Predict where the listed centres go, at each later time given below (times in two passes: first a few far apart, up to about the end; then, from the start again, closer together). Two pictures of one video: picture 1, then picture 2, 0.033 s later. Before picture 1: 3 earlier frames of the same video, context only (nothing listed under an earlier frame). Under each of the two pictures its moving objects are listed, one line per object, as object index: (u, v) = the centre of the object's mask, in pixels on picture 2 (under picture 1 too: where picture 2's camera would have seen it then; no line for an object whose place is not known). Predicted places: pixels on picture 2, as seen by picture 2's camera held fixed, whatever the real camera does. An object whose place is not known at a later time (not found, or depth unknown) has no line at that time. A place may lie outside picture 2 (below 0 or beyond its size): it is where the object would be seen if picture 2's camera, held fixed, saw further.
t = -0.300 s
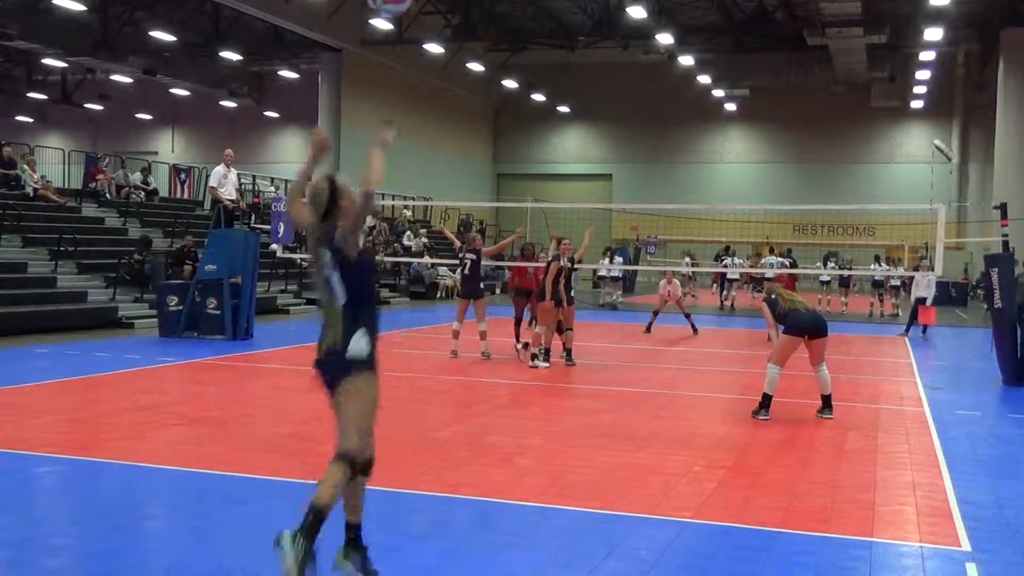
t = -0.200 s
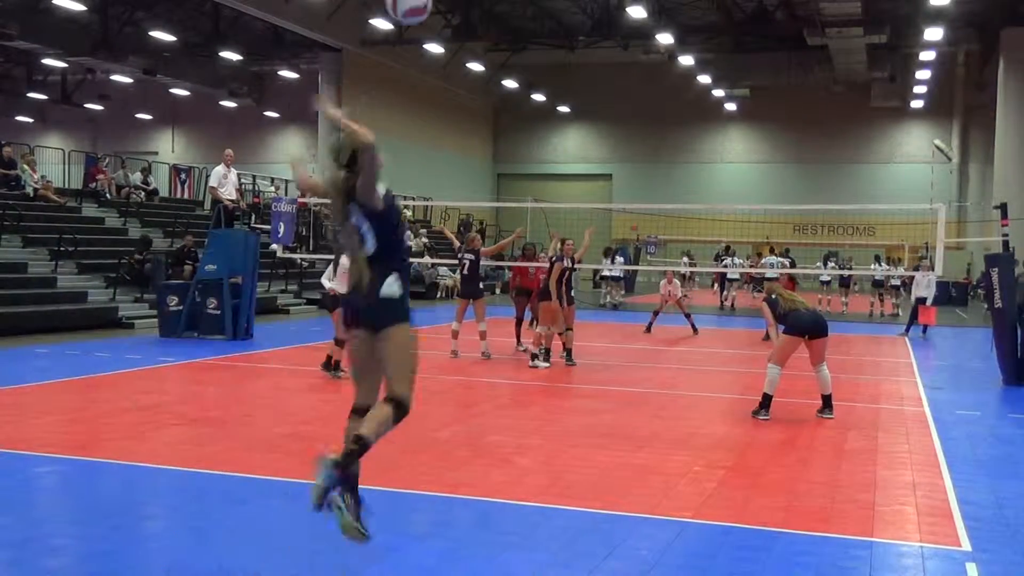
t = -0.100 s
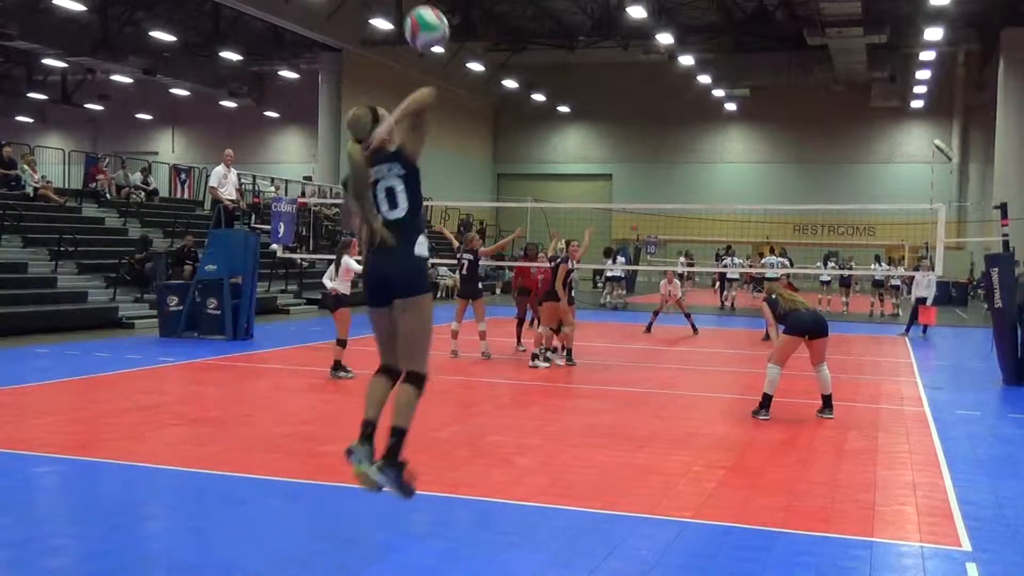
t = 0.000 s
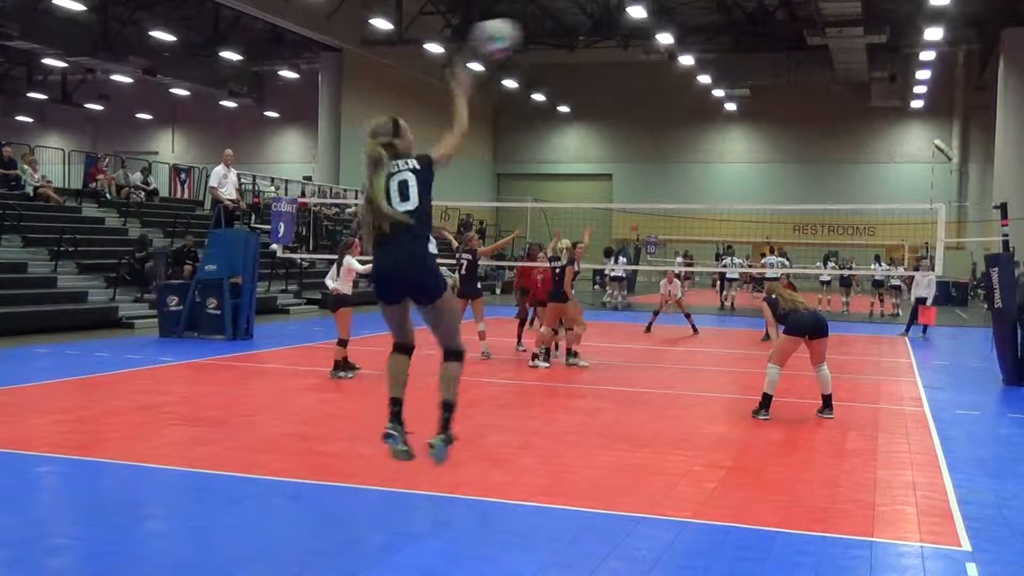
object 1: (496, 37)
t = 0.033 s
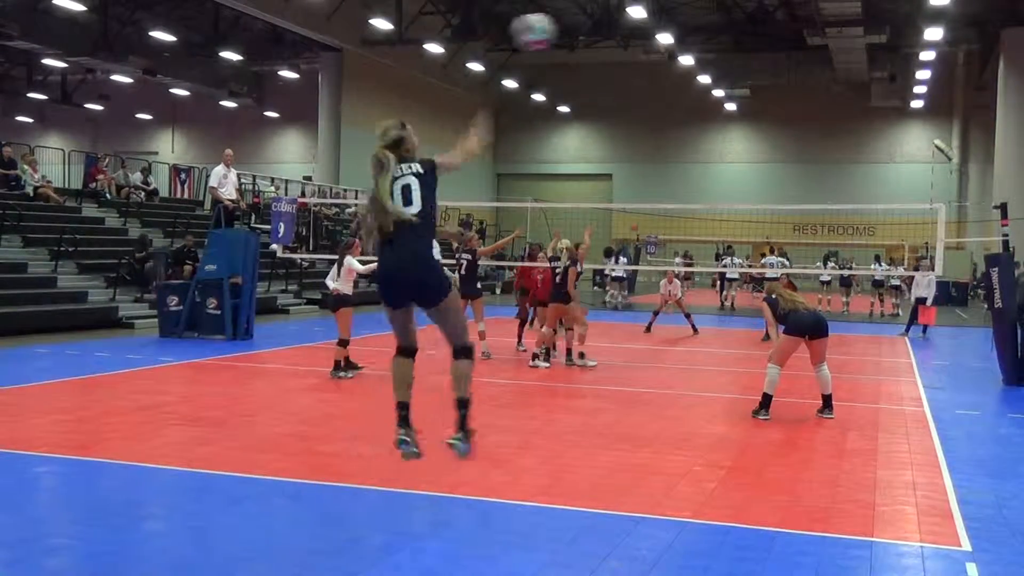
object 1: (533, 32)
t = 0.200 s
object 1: (660, 26)
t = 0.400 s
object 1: (747, 59)
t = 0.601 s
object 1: (805, 113)
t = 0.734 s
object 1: (834, 155)
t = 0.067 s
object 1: (565, 27)
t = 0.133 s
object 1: (617, 24)
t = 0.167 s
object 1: (640, 25)
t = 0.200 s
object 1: (660, 26)
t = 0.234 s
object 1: (679, 29)
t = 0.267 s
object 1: (694, 34)
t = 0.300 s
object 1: (709, 39)
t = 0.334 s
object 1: (723, 45)
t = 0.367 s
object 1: (735, 52)
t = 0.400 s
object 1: (747, 59)
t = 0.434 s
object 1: (759, 67)
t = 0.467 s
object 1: (769, 75)
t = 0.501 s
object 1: (779, 84)
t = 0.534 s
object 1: (789, 93)
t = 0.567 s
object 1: (797, 103)
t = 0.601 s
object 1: (805, 113)
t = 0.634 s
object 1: (812, 124)
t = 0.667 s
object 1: (820, 135)
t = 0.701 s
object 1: (827, 145)
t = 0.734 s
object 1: (834, 155)
